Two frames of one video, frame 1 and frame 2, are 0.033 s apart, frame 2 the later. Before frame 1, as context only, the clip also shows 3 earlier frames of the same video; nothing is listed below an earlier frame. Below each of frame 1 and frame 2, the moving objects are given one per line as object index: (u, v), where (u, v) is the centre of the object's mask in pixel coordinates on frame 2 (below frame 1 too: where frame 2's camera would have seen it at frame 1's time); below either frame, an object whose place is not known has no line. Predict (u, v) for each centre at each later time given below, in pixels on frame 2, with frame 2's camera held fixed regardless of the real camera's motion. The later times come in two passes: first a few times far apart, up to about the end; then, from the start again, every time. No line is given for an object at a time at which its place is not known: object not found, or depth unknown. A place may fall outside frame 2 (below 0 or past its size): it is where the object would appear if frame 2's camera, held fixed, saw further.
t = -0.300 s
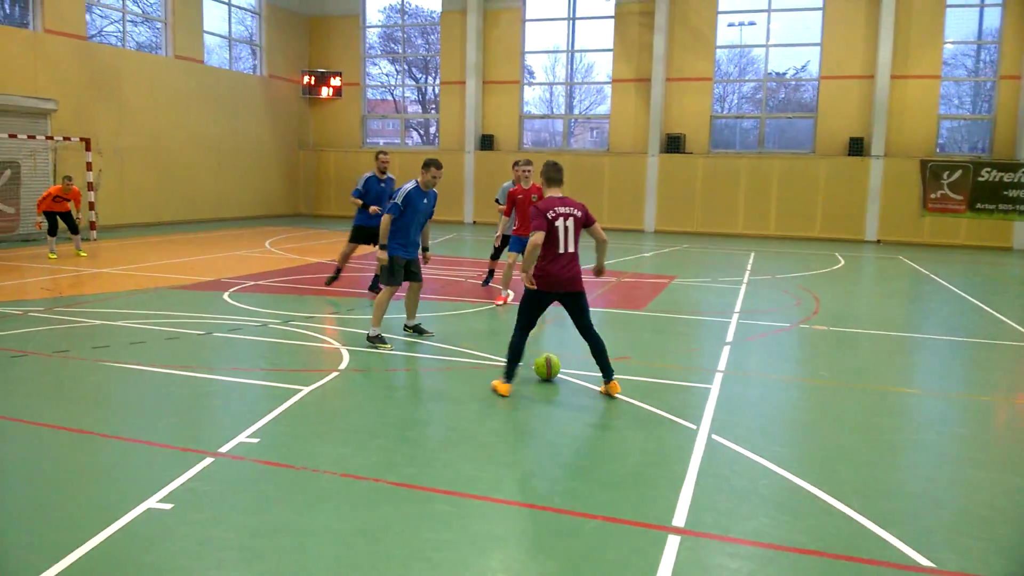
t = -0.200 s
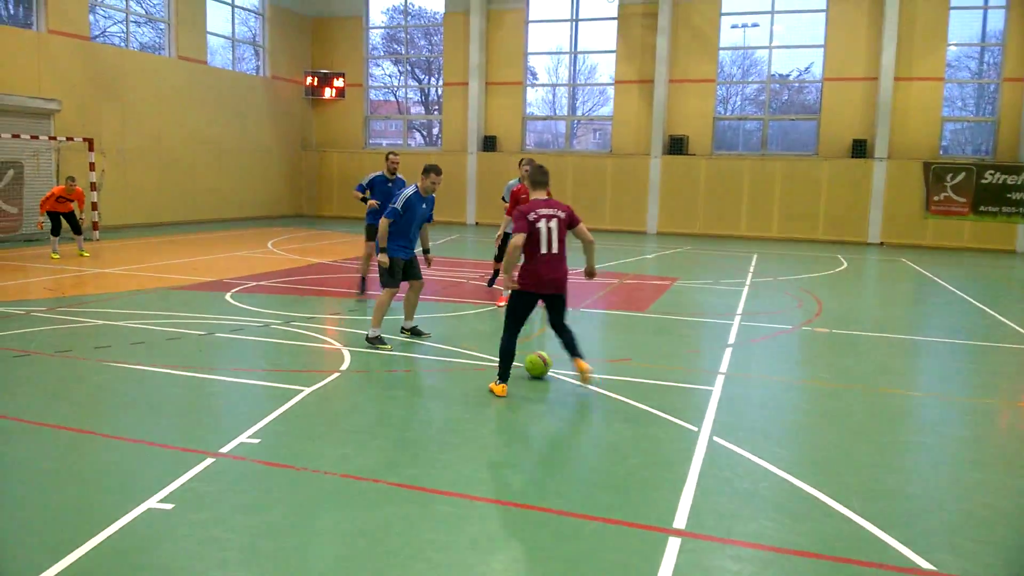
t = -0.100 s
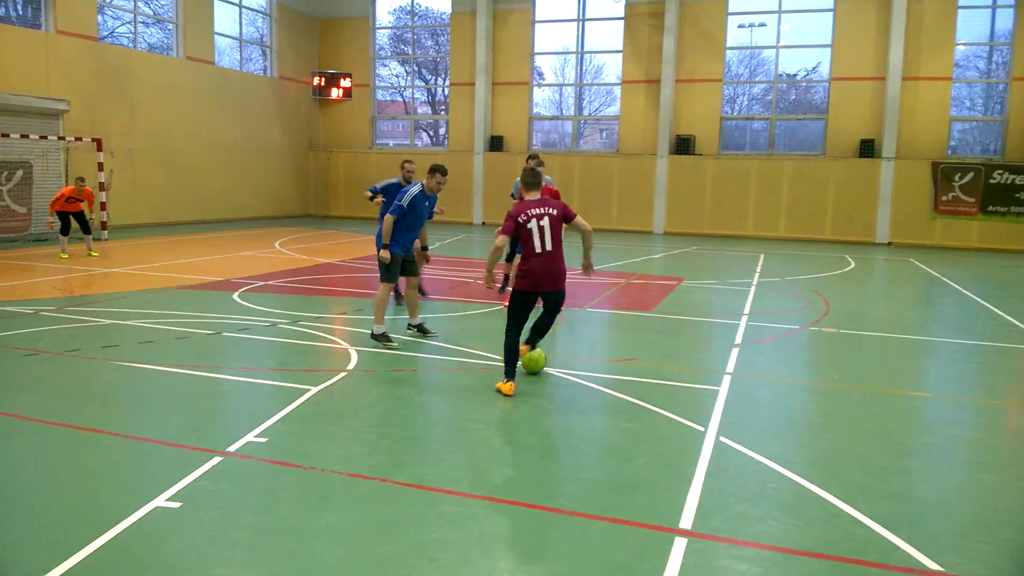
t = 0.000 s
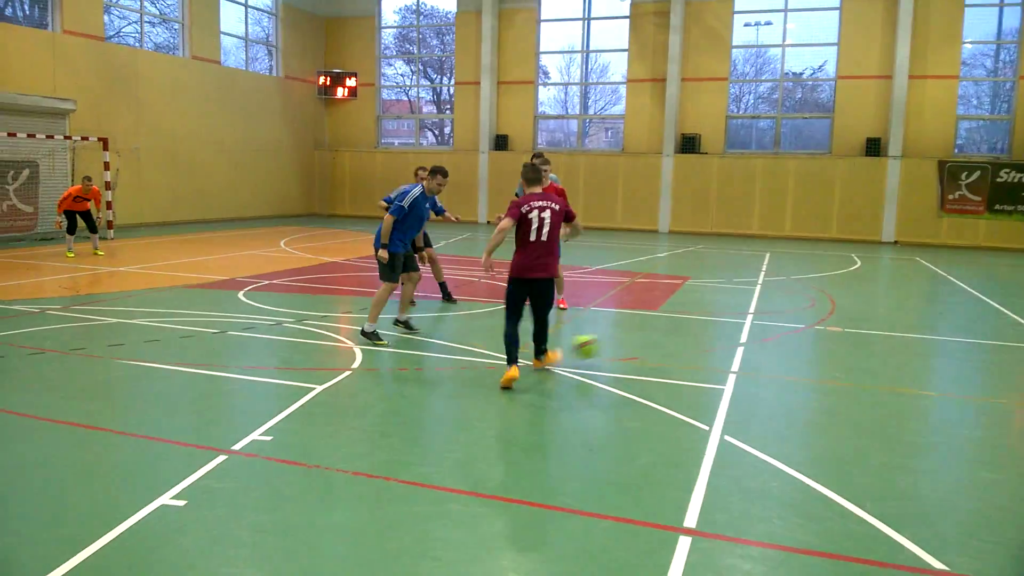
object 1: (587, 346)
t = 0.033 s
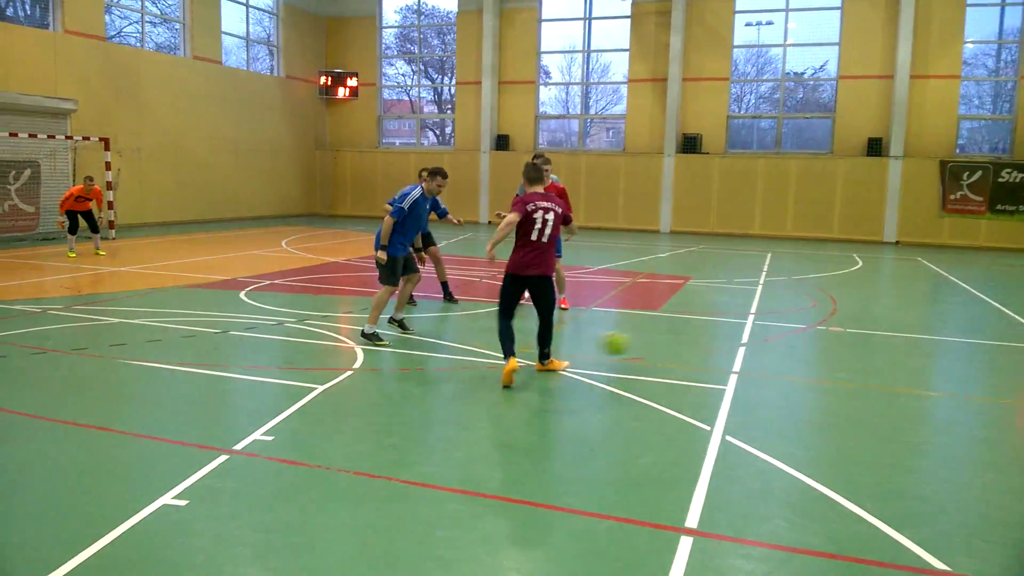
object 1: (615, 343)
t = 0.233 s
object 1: (774, 347)
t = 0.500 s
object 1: (935, 350)
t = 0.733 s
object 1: (1037, 349)
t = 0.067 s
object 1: (644, 340)
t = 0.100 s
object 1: (669, 339)
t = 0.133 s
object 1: (697, 338)
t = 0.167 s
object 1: (721, 340)
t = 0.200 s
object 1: (749, 343)
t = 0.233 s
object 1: (774, 347)
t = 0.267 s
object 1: (798, 352)
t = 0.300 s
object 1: (822, 353)
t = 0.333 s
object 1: (842, 349)
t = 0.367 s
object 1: (861, 346)
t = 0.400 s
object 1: (880, 345)
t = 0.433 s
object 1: (898, 345)
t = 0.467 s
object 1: (917, 347)
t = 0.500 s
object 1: (935, 350)
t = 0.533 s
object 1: (952, 352)
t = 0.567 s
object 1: (967, 350)
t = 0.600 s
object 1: (982, 349)
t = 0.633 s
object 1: (997, 350)
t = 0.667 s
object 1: (1010, 350)
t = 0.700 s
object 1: (1024, 349)
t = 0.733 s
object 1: (1037, 349)
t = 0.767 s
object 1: (1049, 349)
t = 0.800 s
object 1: (1061, 348)
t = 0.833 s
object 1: (1075, 348)
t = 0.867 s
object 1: (1087, 347)
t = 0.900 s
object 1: (1099, 347)
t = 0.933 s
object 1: (1111, 347)
